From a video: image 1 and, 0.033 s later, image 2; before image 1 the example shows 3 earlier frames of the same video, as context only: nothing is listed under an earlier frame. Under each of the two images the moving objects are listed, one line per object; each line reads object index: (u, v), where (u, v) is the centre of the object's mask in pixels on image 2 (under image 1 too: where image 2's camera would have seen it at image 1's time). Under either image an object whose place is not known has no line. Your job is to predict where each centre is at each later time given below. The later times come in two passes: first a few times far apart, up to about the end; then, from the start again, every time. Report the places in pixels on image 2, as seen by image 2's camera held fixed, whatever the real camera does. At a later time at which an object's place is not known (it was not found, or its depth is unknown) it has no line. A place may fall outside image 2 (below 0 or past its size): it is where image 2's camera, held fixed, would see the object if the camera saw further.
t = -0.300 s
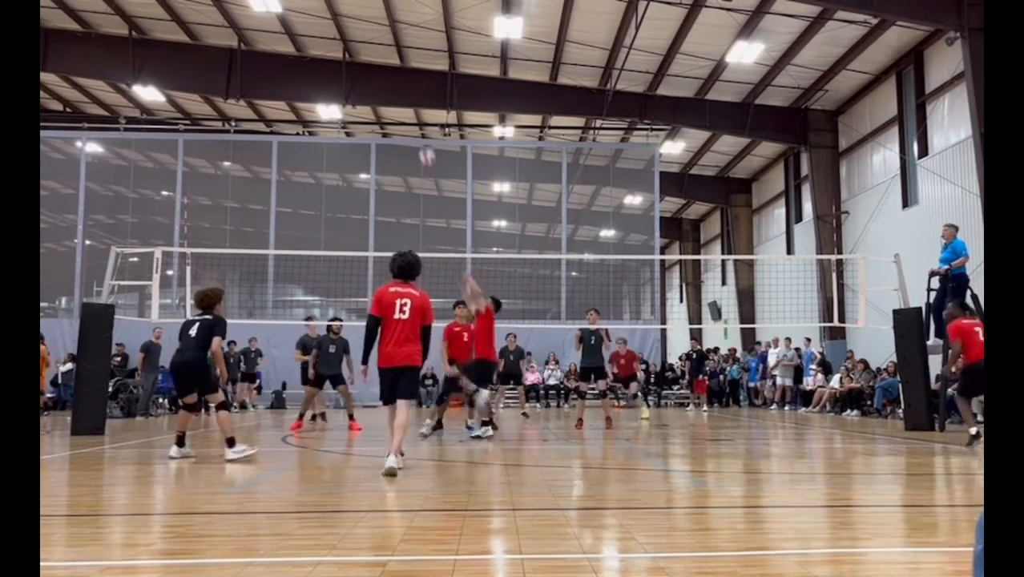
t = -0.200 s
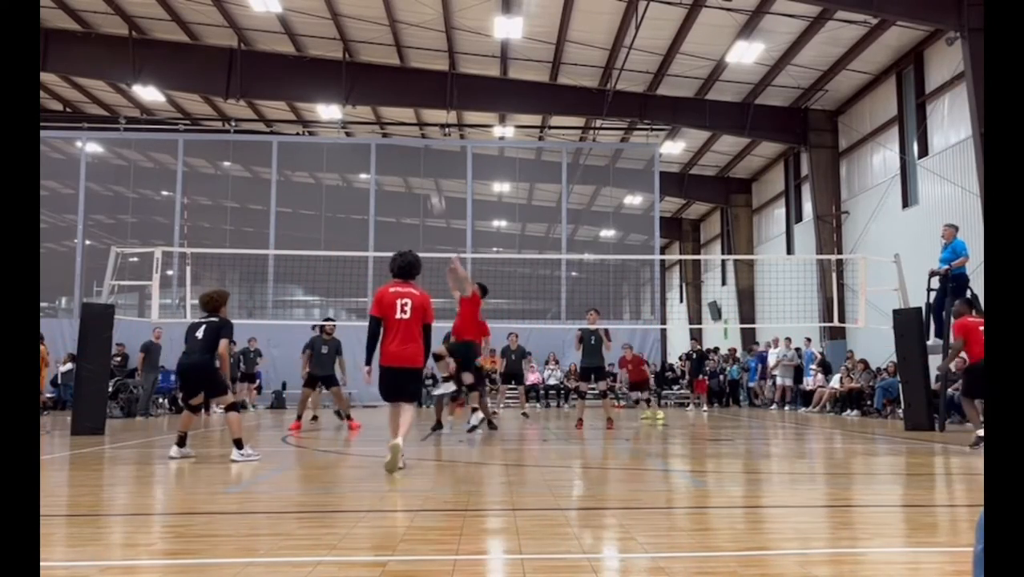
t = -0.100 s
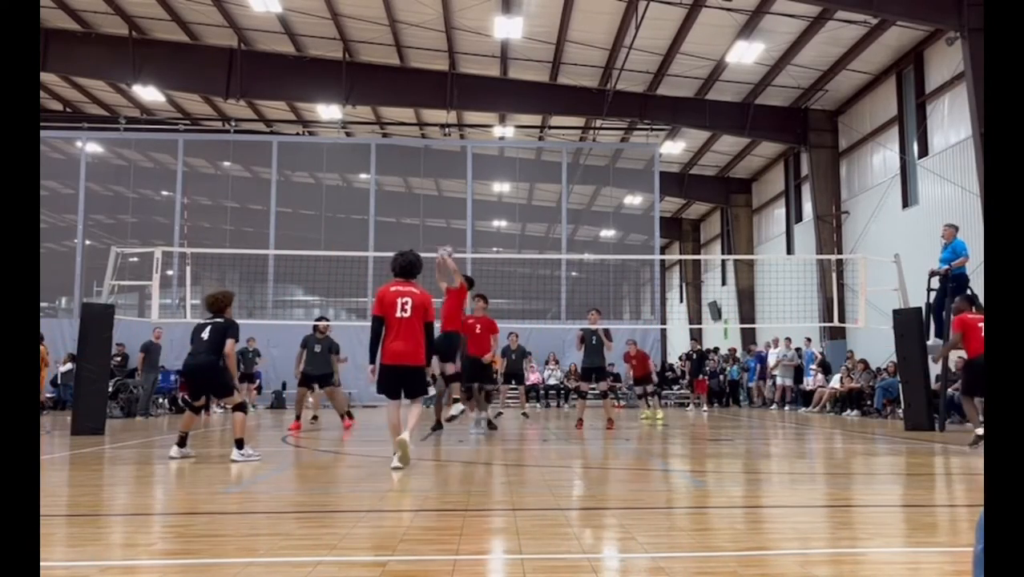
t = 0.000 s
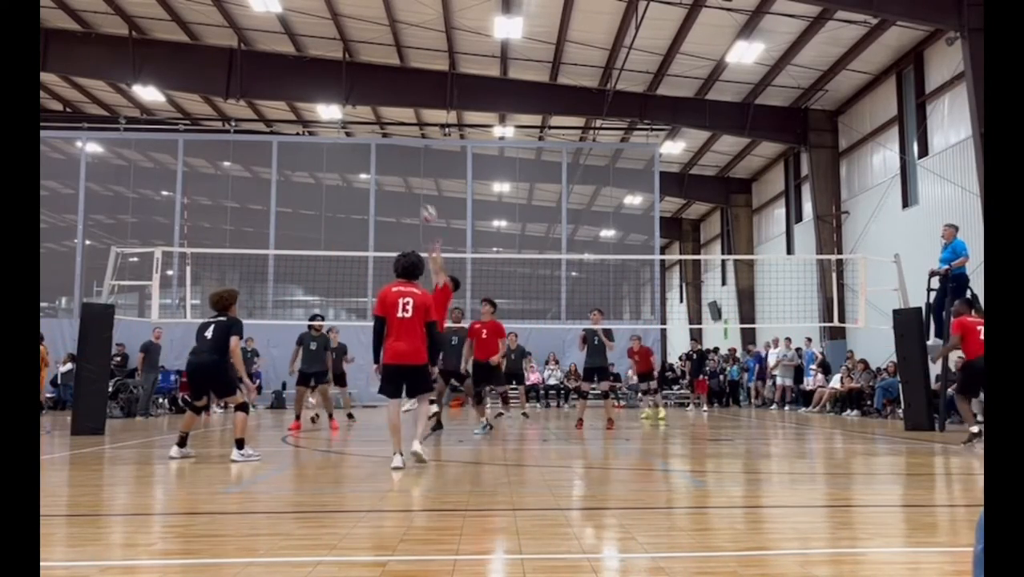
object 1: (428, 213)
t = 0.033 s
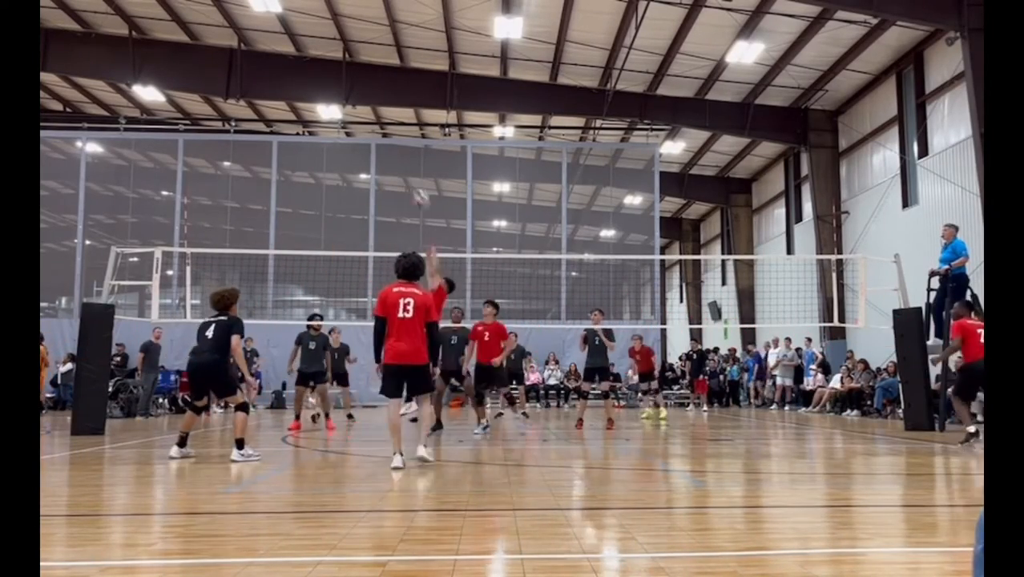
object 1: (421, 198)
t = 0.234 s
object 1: (381, 127)
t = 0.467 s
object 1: (338, 82)
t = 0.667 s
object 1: (301, 76)
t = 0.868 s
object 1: (265, 98)
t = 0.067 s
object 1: (414, 183)
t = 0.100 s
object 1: (407, 168)
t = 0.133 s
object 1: (401, 157)
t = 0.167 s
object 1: (394, 145)
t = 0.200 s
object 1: (388, 135)
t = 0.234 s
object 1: (381, 127)
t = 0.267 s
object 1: (376, 117)
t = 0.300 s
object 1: (369, 108)
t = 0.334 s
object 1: (361, 101)
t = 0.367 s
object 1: (356, 96)
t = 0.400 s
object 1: (350, 90)
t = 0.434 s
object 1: (344, 85)
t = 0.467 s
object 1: (338, 82)
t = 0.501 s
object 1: (331, 79)
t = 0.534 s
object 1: (325, 76)
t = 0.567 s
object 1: (319, 75)
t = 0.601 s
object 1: (313, 75)
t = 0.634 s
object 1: (307, 75)
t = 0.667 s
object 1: (301, 76)
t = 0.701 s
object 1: (295, 78)
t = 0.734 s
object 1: (289, 81)
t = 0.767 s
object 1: (283, 84)
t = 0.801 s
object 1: (277, 89)
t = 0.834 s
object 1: (271, 93)
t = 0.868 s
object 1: (265, 98)
